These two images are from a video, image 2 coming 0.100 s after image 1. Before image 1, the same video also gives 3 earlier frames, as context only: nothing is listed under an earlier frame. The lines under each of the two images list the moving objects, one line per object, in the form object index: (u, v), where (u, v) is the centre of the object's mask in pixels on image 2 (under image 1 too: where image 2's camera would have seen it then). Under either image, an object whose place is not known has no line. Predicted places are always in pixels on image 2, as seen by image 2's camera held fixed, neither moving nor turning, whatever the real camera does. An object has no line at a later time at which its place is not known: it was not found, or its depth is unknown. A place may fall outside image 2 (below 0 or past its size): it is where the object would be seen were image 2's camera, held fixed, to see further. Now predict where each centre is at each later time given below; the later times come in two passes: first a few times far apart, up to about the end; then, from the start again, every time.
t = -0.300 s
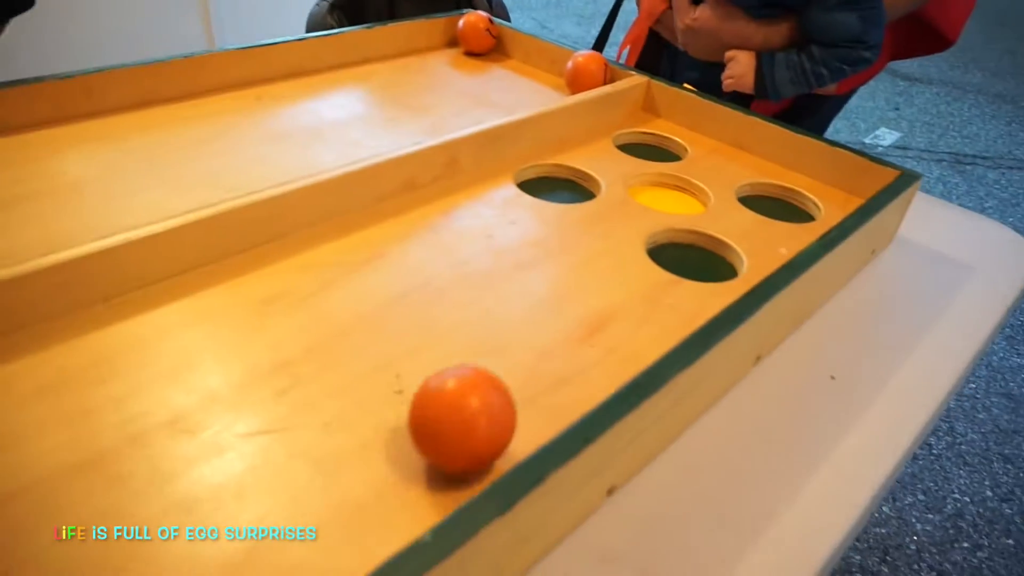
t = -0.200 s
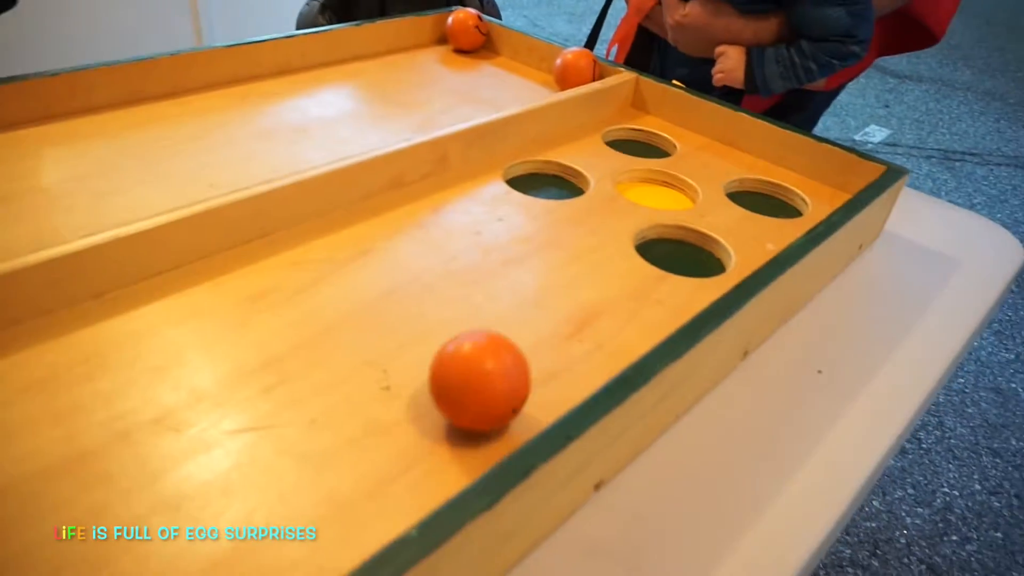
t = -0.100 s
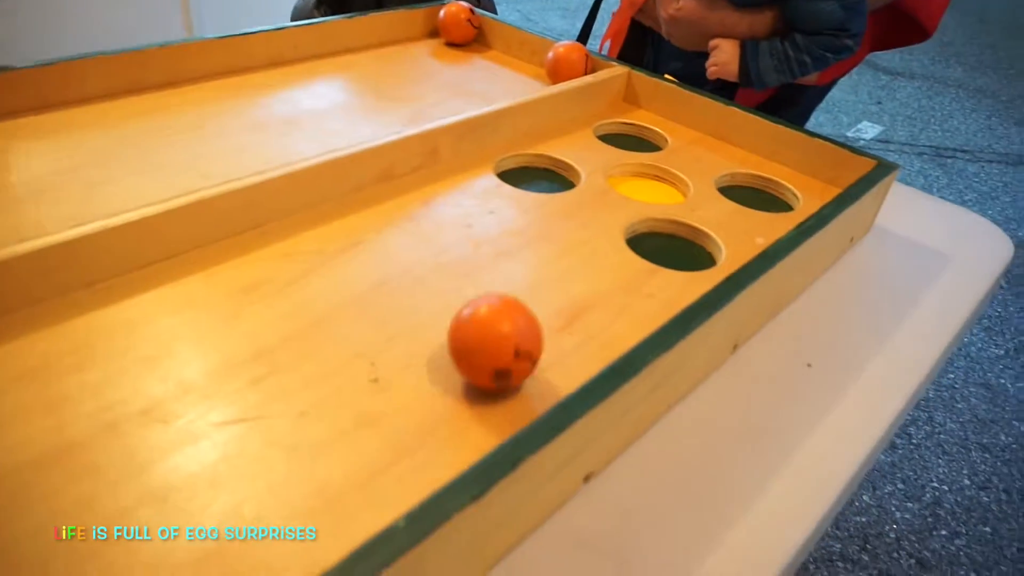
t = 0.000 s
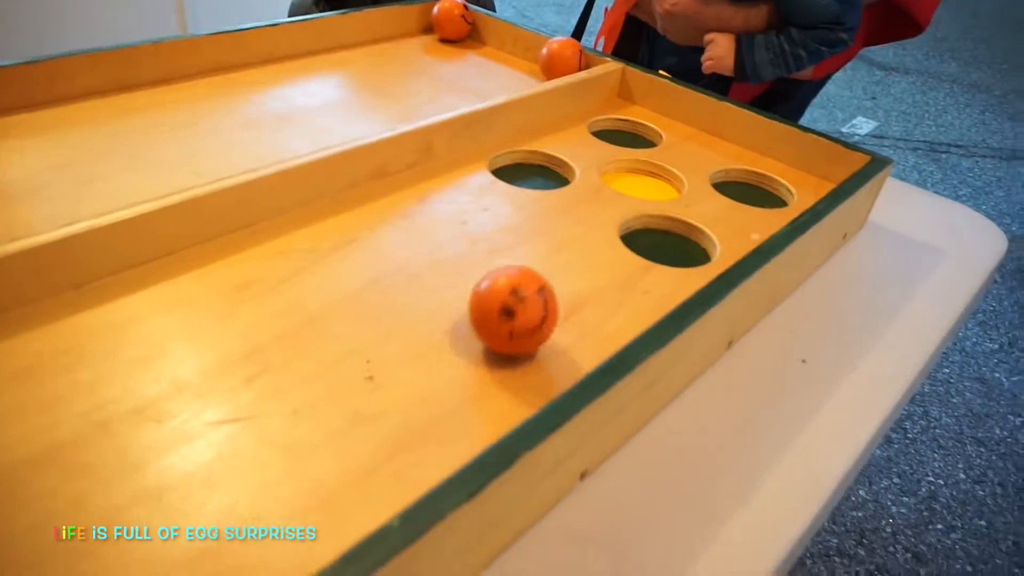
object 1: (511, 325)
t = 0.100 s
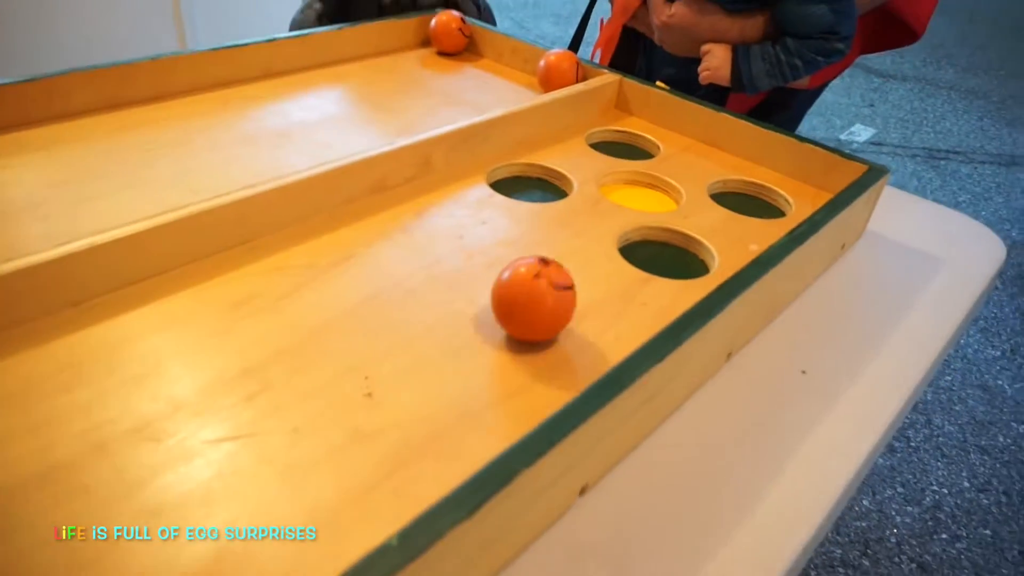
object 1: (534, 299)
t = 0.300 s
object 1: (575, 254)
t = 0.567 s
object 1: (619, 203)
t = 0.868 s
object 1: (656, 165)
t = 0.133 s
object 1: (541, 290)
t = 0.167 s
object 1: (548, 283)
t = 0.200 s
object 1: (555, 275)
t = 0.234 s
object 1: (562, 268)
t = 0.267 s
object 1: (569, 261)
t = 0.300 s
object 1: (575, 254)
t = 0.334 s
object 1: (581, 247)
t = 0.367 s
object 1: (587, 240)
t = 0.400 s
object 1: (593, 233)
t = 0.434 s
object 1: (598, 228)
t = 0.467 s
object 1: (603, 222)
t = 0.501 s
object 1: (608, 215)
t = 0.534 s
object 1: (614, 209)
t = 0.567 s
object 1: (619, 203)
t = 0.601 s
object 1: (624, 197)
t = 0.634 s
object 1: (628, 192)
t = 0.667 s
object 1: (633, 186)
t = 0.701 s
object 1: (638, 182)
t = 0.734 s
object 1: (643, 178)
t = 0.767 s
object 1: (645, 181)
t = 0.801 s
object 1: (650, 174)
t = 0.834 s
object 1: (655, 166)
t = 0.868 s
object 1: (656, 165)
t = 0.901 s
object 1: (649, 159)
